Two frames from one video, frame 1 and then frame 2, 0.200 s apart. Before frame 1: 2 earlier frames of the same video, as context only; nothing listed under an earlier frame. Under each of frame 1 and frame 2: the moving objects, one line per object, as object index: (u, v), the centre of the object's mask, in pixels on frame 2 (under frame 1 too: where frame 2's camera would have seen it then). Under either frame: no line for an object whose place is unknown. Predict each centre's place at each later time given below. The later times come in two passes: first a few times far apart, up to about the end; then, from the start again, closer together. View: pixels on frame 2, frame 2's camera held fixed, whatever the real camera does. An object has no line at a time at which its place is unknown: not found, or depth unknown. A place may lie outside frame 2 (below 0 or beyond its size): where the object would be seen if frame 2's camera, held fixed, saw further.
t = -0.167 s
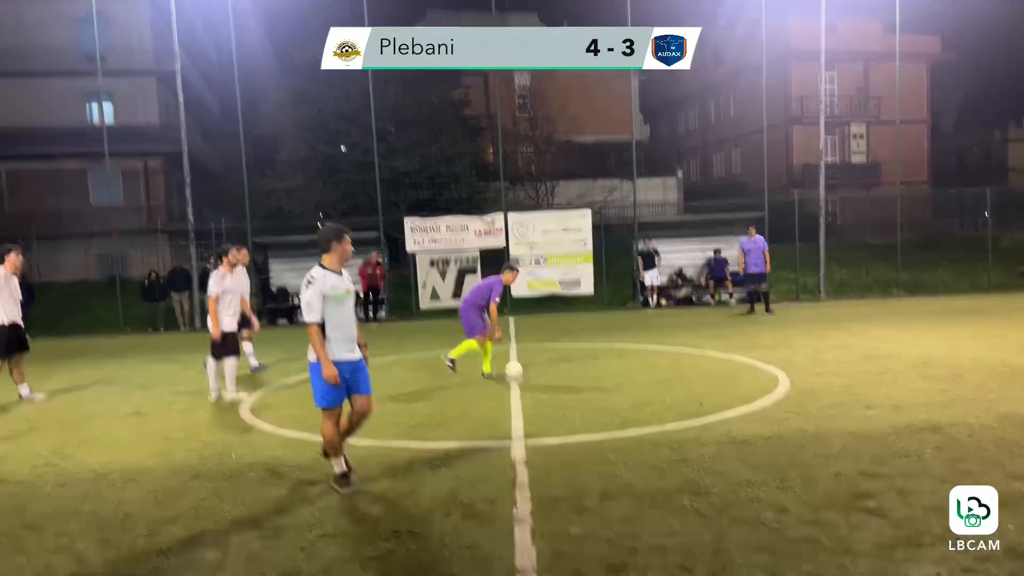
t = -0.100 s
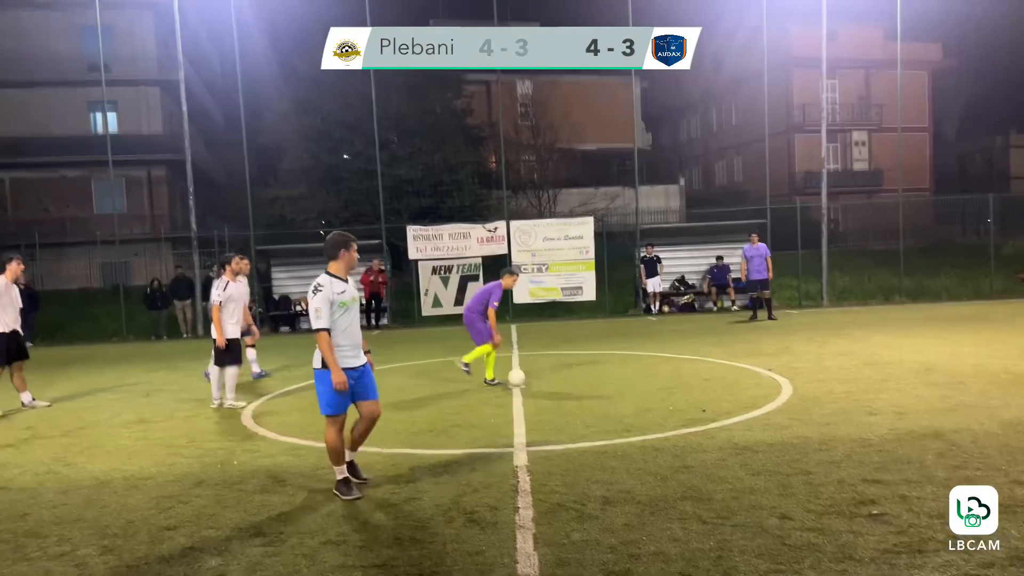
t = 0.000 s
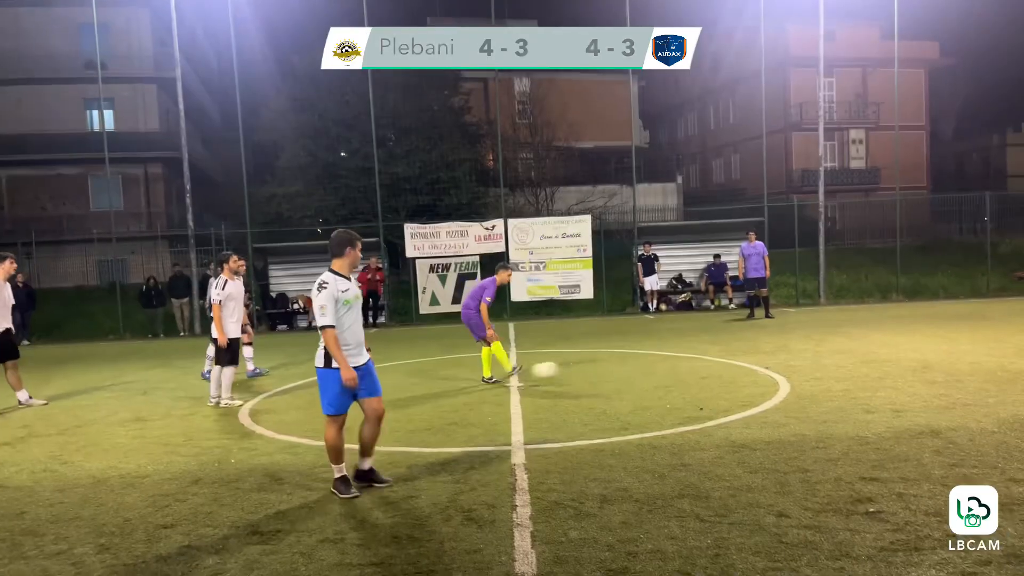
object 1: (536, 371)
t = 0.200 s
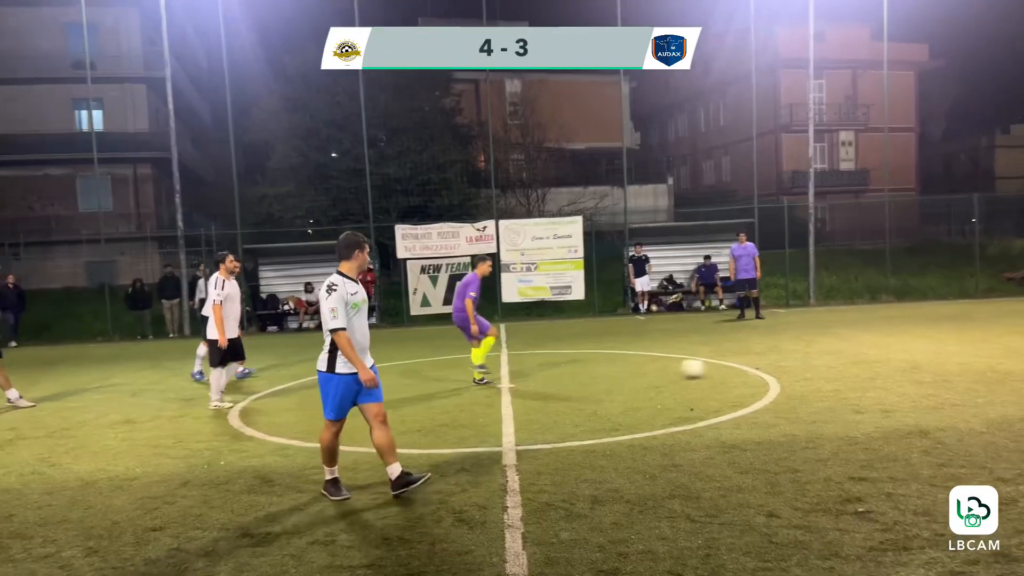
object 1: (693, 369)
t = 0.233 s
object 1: (716, 368)
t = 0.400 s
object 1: (823, 353)
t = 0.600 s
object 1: (941, 356)
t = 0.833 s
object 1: (1068, 351)
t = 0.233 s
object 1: (716, 368)
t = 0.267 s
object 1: (740, 366)
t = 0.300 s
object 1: (763, 364)
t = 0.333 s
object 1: (782, 359)
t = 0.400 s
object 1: (823, 353)
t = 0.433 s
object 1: (842, 351)
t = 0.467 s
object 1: (862, 351)
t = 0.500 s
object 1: (882, 352)
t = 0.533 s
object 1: (901, 353)
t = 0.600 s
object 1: (941, 356)
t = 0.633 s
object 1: (959, 353)
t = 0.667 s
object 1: (977, 350)
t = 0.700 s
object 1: (995, 349)
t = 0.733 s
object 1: (1013, 348)
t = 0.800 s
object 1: (1051, 351)
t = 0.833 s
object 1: (1068, 351)
